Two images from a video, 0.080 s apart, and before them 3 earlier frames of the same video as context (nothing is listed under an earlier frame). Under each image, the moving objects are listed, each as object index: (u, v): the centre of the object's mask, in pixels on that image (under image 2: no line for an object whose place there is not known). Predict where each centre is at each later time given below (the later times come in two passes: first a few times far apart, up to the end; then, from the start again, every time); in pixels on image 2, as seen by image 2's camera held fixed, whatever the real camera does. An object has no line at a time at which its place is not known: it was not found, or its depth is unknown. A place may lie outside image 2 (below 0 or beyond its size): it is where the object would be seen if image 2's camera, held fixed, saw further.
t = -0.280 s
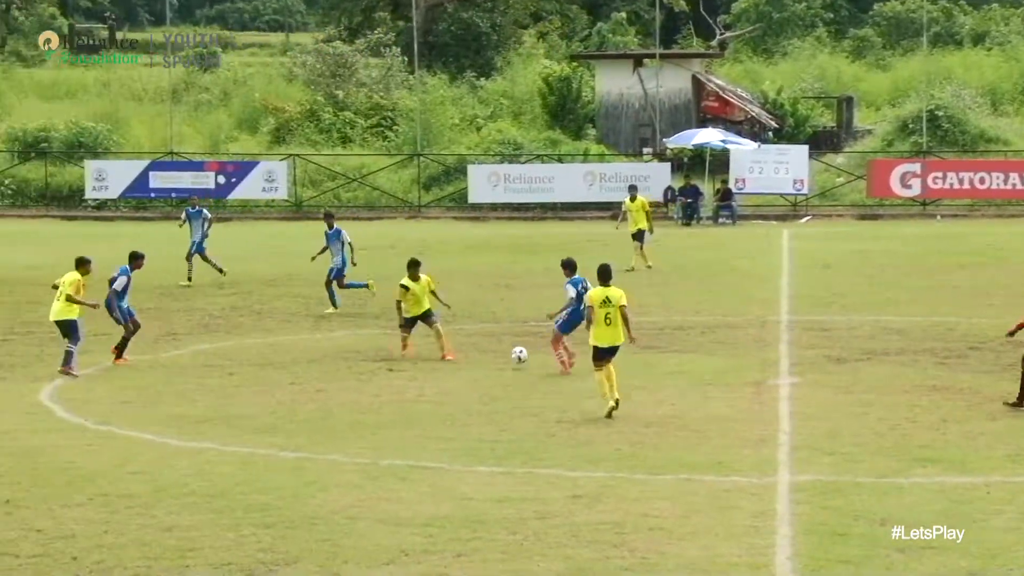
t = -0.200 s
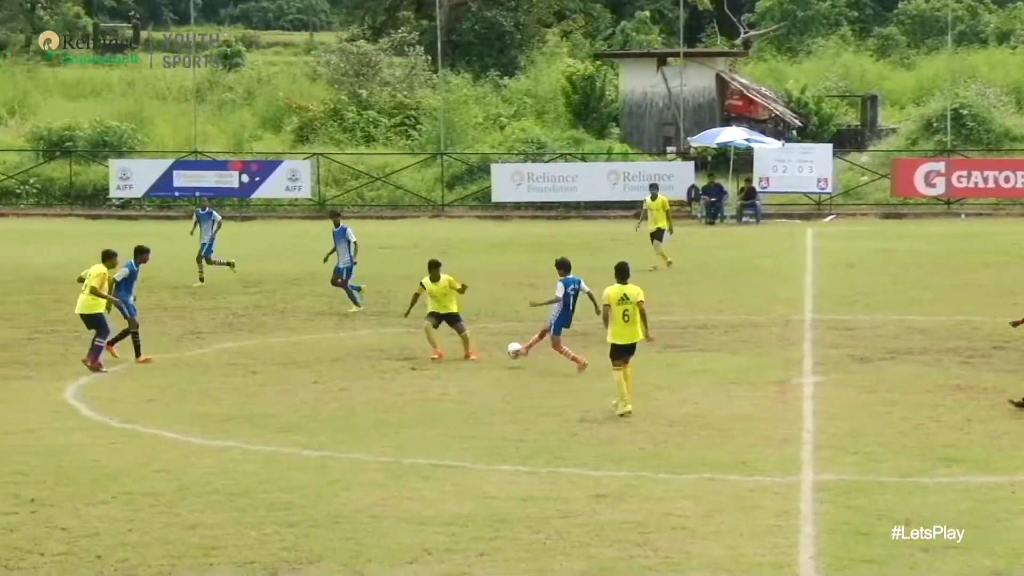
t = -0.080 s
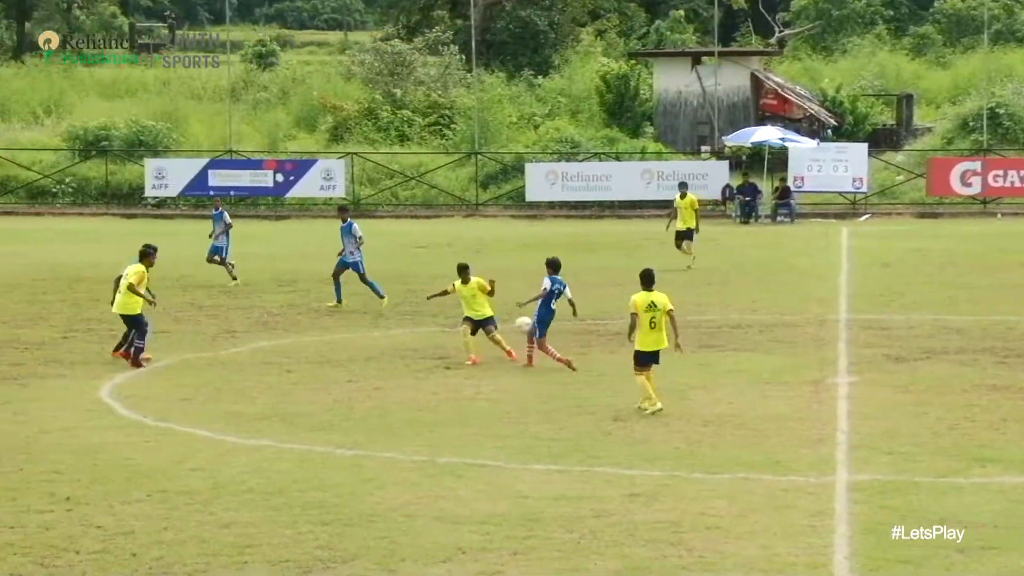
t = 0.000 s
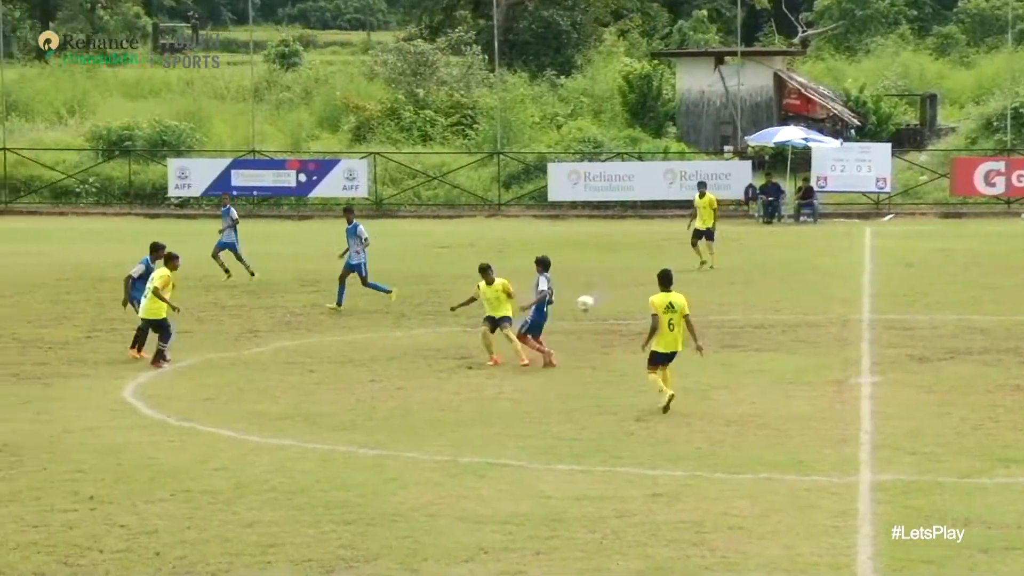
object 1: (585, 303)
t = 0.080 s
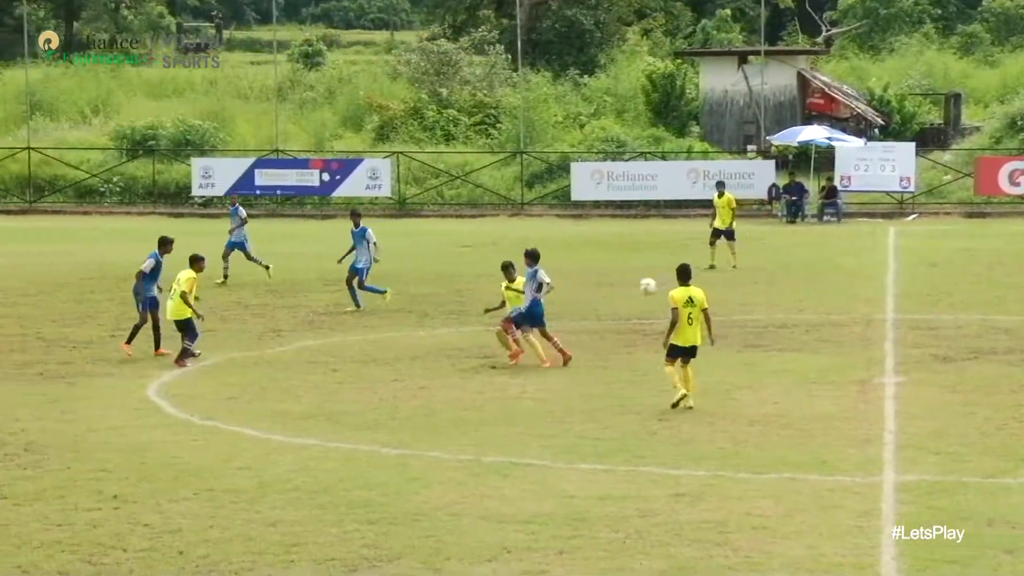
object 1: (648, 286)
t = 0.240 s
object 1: (729, 265)
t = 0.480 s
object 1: (857, 270)
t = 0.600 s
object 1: (922, 289)
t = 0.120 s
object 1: (667, 279)
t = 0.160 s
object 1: (691, 272)
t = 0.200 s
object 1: (709, 270)
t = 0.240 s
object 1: (729, 265)
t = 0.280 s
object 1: (750, 264)
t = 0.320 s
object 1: (772, 263)
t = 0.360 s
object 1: (792, 263)
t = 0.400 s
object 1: (813, 264)
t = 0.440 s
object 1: (835, 267)
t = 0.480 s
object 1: (857, 270)
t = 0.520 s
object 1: (878, 275)
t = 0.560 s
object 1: (900, 281)
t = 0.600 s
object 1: (922, 289)
